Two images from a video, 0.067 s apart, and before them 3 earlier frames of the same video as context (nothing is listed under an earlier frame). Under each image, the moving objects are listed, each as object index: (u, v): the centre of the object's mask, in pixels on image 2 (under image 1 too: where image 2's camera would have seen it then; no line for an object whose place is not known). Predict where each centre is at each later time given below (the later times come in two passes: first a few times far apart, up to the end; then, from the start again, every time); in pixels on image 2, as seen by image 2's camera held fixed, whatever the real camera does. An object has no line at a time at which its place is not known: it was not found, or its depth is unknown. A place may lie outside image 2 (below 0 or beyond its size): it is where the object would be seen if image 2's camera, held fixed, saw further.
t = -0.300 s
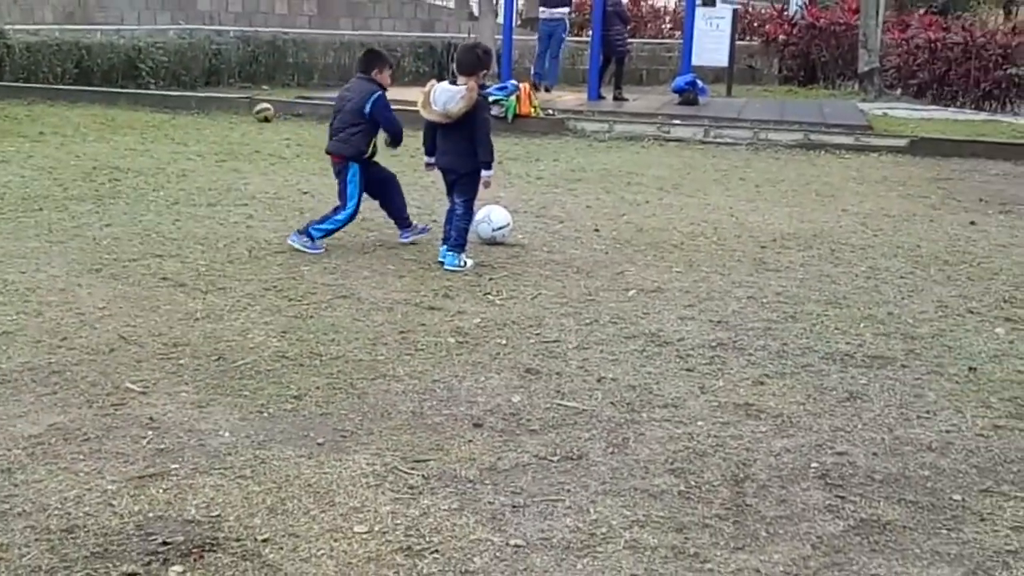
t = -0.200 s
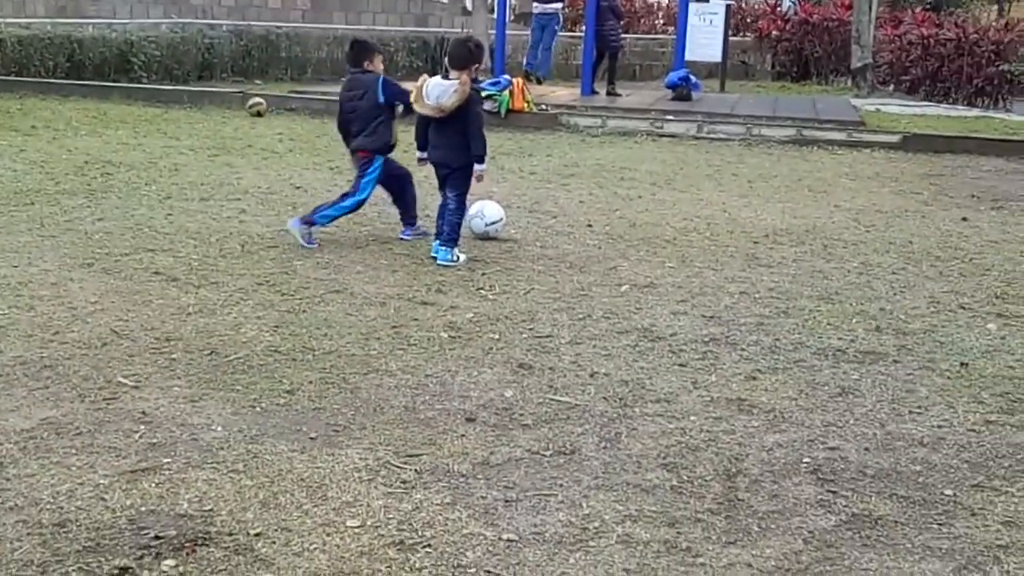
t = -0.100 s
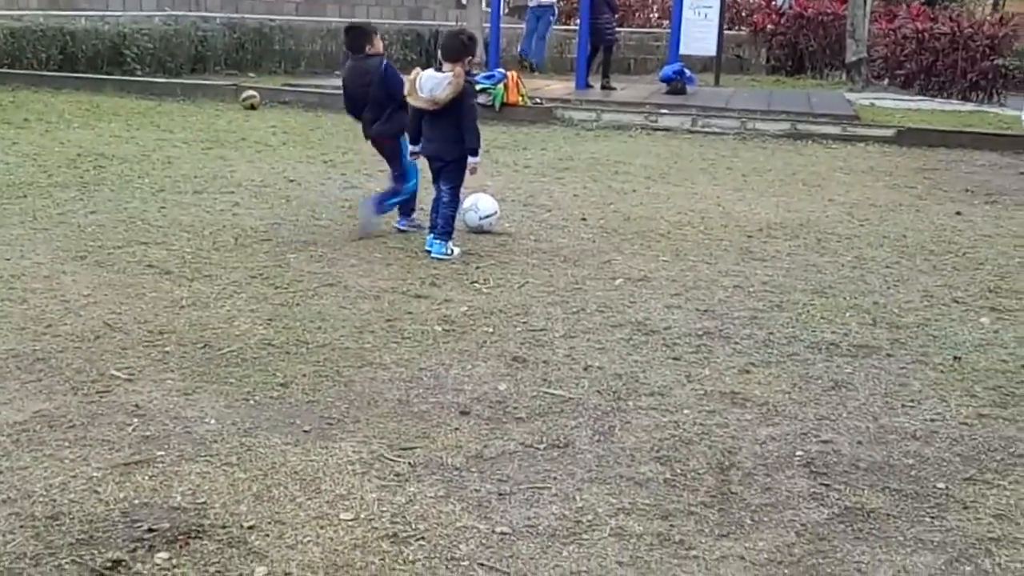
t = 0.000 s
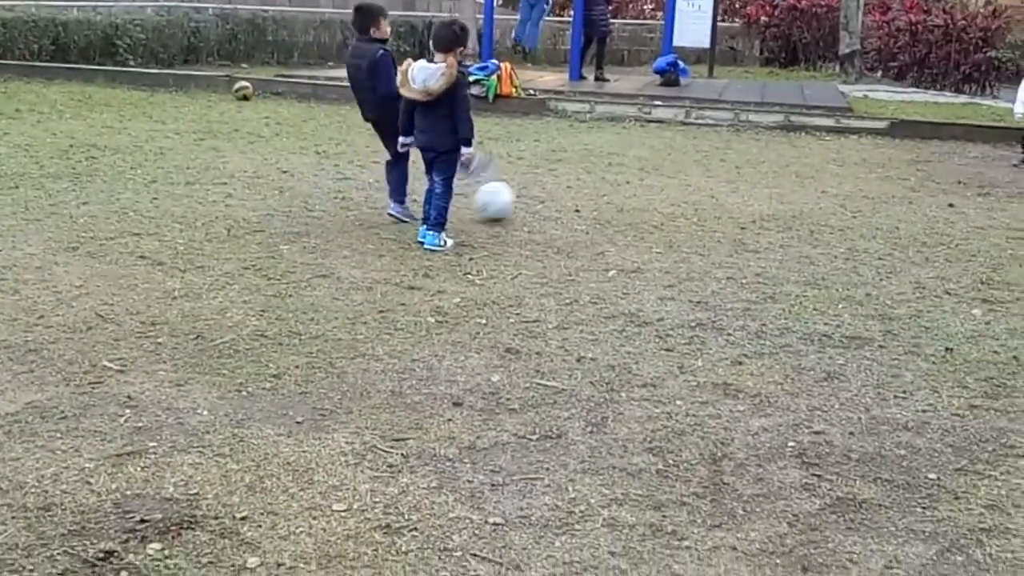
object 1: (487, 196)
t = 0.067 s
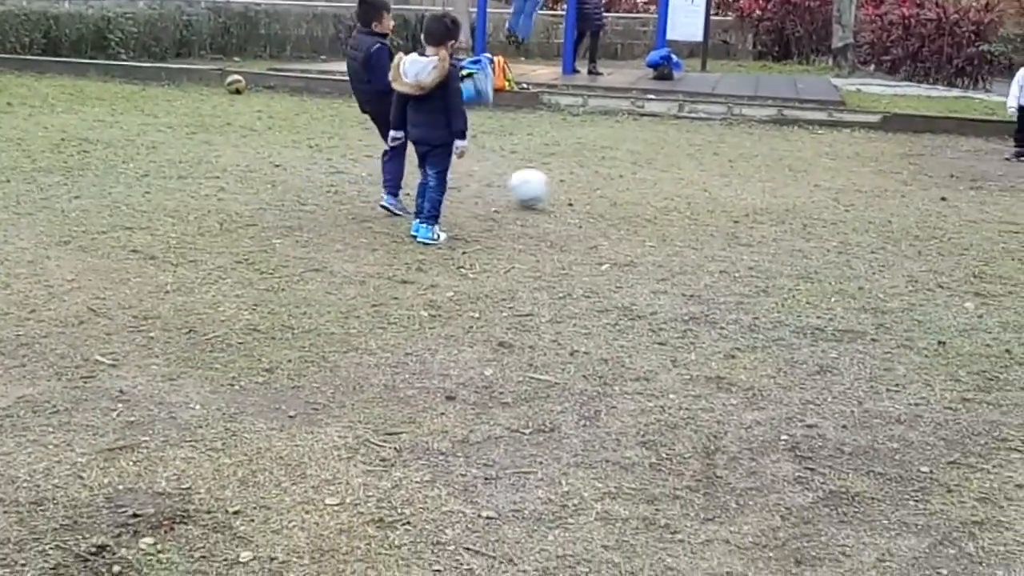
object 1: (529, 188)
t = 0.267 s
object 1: (628, 170)
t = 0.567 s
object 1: (736, 165)
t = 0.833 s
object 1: (814, 164)
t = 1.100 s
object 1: (869, 150)
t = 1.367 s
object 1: (916, 146)
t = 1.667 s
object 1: (959, 139)
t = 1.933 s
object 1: (996, 135)
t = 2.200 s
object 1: (1040, 124)
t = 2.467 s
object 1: (1090, 139)
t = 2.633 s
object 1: (1120, 146)
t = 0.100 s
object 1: (547, 187)
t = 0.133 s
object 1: (566, 186)
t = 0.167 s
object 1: (584, 186)
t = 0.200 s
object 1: (599, 179)
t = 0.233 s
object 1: (613, 173)
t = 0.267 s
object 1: (628, 170)
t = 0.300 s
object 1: (641, 169)
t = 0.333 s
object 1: (654, 169)
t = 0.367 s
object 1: (667, 171)
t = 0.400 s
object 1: (680, 176)
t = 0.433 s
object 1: (692, 176)
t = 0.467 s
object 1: (703, 170)
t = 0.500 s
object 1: (714, 167)
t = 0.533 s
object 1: (725, 166)
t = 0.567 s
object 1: (736, 165)
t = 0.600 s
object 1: (746, 167)
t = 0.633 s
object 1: (756, 171)
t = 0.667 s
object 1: (766, 167)
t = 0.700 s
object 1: (776, 163)
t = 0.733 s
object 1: (786, 161)
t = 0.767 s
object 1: (796, 161)
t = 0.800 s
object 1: (805, 163)
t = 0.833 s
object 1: (814, 164)
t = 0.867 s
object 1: (822, 160)
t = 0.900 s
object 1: (830, 157)
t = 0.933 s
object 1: (836, 157)
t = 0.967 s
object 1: (843, 158)
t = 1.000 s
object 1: (849, 159)
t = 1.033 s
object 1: (857, 154)
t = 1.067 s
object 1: (863, 151)
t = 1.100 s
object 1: (869, 150)
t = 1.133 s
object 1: (875, 150)
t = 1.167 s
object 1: (881, 150)
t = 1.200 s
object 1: (887, 153)
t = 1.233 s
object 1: (892, 151)
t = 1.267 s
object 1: (899, 148)
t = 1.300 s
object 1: (904, 146)
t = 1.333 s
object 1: (910, 145)
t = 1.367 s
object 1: (916, 146)
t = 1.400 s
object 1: (921, 148)
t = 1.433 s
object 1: (926, 147)
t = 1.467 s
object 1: (931, 144)
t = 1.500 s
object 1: (936, 142)
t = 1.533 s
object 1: (941, 141)
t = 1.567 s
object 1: (945, 142)
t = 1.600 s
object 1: (950, 142)
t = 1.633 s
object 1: (955, 140)
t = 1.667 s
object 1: (959, 139)
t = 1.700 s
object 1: (963, 139)
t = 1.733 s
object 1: (968, 138)
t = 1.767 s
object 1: (974, 135)
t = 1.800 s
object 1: (978, 133)
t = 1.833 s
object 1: (983, 132)
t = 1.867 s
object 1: (987, 132)
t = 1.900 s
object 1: (992, 133)
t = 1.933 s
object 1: (996, 135)
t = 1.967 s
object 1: (1000, 133)
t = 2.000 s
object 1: (1004, 132)
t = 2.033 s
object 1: (1009, 132)
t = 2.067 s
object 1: (1013, 131)
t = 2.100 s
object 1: (1019, 127)
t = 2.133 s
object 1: (1026, 125)
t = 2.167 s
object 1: (1033, 124)
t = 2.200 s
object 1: (1040, 124)
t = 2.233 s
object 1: (1046, 125)
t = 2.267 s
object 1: (1053, 128)
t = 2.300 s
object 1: (1059, 131)
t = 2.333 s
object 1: (1065, 136)
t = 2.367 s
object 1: (1072, 143)
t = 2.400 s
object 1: (1078, 142)
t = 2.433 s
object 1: (1085, 140)
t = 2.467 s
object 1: (1090, 139)
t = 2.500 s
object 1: (1096, 140)
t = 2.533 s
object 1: (1103, 142)
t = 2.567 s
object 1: (1109, 146)
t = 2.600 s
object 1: (1114, 148)
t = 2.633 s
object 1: (1120, 146)
